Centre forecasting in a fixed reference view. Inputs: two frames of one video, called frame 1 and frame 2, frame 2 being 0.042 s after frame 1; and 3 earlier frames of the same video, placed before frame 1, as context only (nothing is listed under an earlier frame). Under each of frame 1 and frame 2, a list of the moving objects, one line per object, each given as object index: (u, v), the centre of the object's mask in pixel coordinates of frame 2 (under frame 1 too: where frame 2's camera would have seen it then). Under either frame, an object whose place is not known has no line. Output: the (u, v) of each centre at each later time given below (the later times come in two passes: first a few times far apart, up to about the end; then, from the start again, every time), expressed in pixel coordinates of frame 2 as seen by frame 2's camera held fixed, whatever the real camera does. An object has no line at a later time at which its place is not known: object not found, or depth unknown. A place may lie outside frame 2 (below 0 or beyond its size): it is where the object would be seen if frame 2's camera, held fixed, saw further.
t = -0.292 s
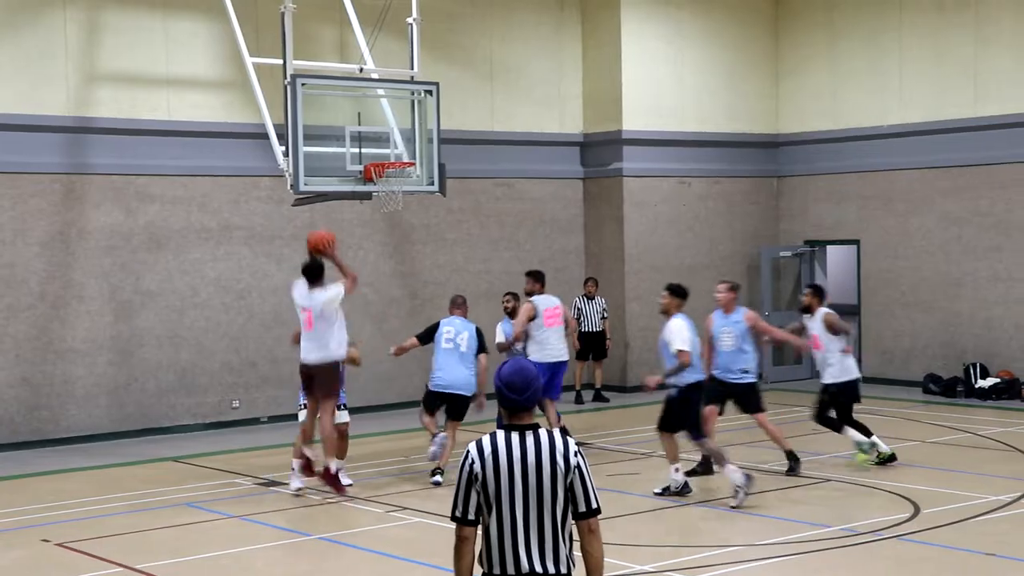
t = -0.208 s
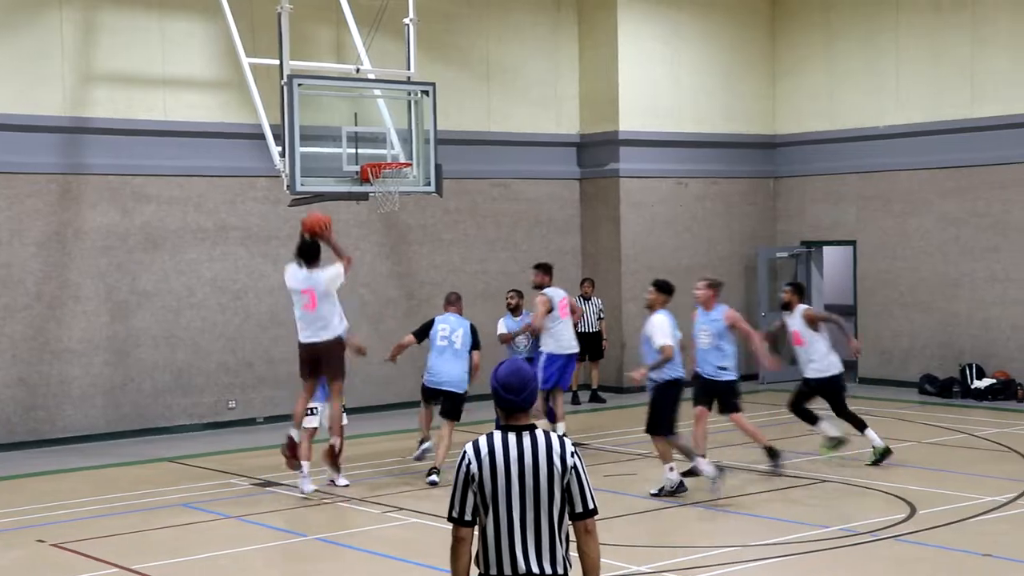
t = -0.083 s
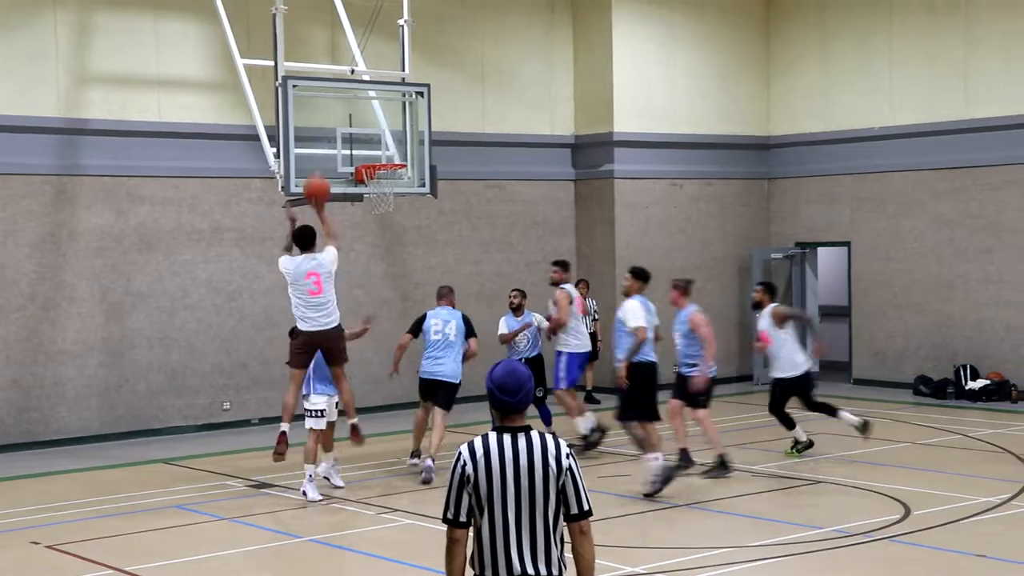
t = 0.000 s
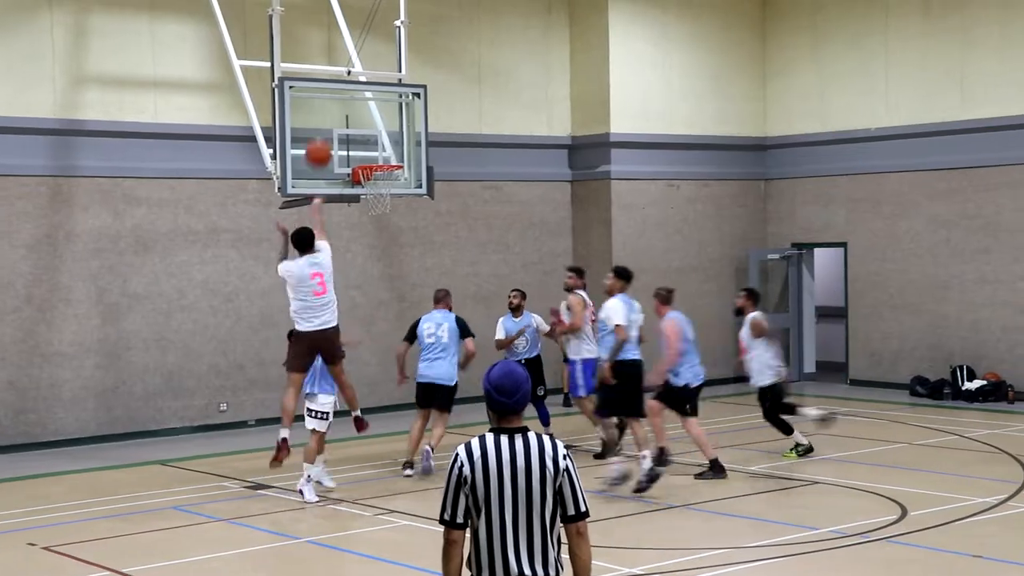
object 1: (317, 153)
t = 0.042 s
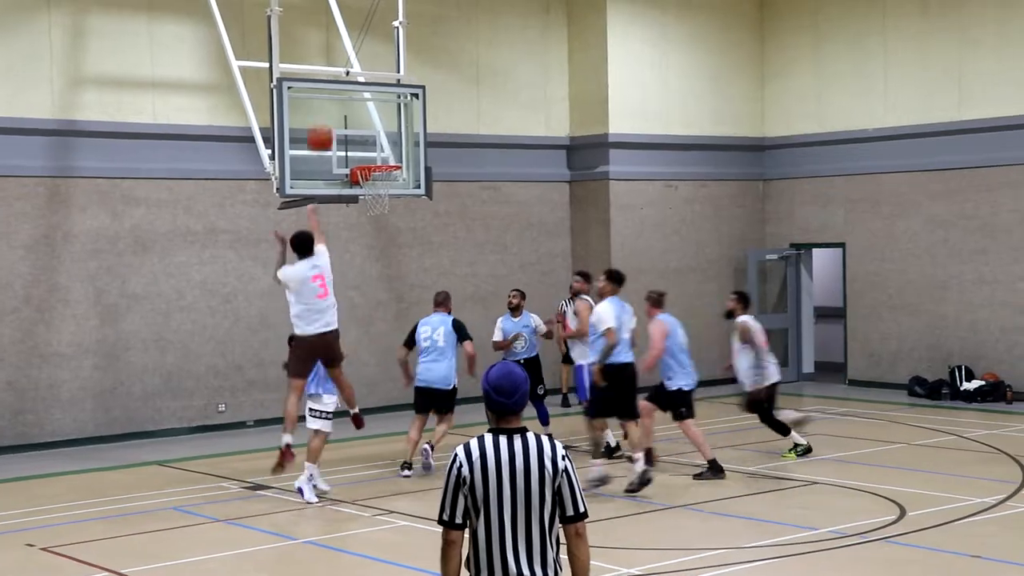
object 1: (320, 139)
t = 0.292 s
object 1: (338, 88)
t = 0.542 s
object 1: (353, 105)
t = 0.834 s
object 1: (379, 185)
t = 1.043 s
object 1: (407, 224)
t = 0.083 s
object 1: (322, 125)
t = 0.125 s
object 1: (325, 113)
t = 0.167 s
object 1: (328, 105)
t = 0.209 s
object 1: (331, 98)
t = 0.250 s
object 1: (334, 93)
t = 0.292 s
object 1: (338, 88)
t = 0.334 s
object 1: (340, 87)
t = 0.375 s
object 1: (342, 87)
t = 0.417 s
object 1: (345, 88)
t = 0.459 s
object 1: (348, 91)
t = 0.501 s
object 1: (350, 99)
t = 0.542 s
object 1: (353, 105)
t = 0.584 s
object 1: (356, 113)
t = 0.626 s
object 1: (358, 123)
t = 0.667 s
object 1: (361, 136)
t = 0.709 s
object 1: (364, 147)
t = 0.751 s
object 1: (366, 159)
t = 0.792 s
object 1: (373, 176)
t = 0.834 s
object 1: (379, 185)
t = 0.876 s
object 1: (384, 193)
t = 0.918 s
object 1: (391, 199)
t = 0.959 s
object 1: (396, 205)
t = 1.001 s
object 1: (401, 213)
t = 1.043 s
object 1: (407, 224)
